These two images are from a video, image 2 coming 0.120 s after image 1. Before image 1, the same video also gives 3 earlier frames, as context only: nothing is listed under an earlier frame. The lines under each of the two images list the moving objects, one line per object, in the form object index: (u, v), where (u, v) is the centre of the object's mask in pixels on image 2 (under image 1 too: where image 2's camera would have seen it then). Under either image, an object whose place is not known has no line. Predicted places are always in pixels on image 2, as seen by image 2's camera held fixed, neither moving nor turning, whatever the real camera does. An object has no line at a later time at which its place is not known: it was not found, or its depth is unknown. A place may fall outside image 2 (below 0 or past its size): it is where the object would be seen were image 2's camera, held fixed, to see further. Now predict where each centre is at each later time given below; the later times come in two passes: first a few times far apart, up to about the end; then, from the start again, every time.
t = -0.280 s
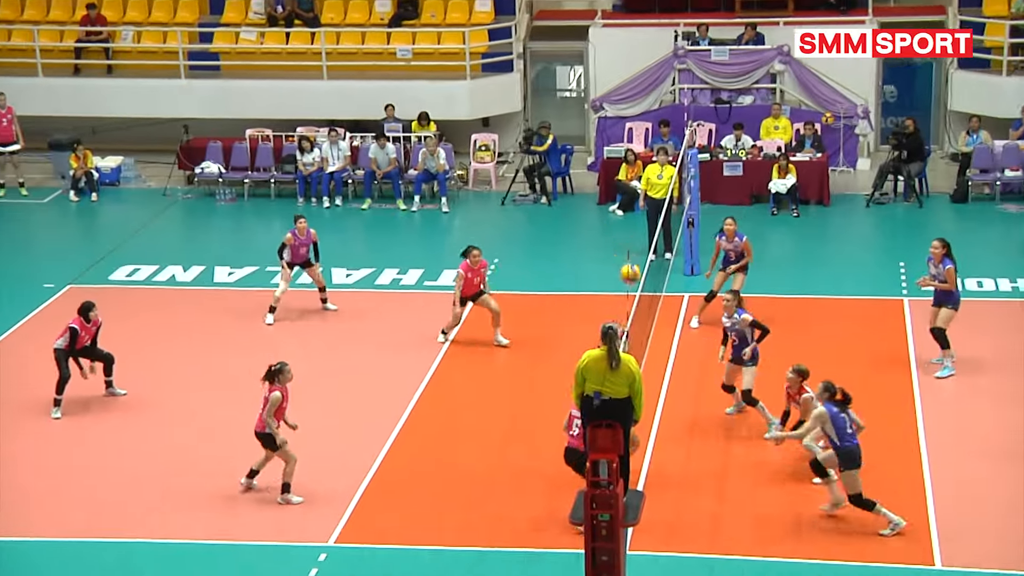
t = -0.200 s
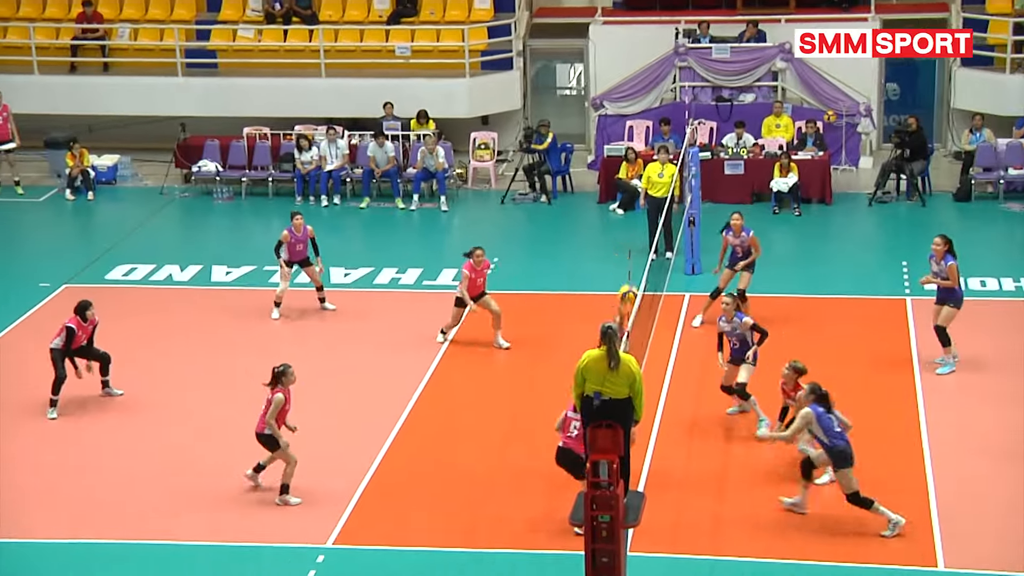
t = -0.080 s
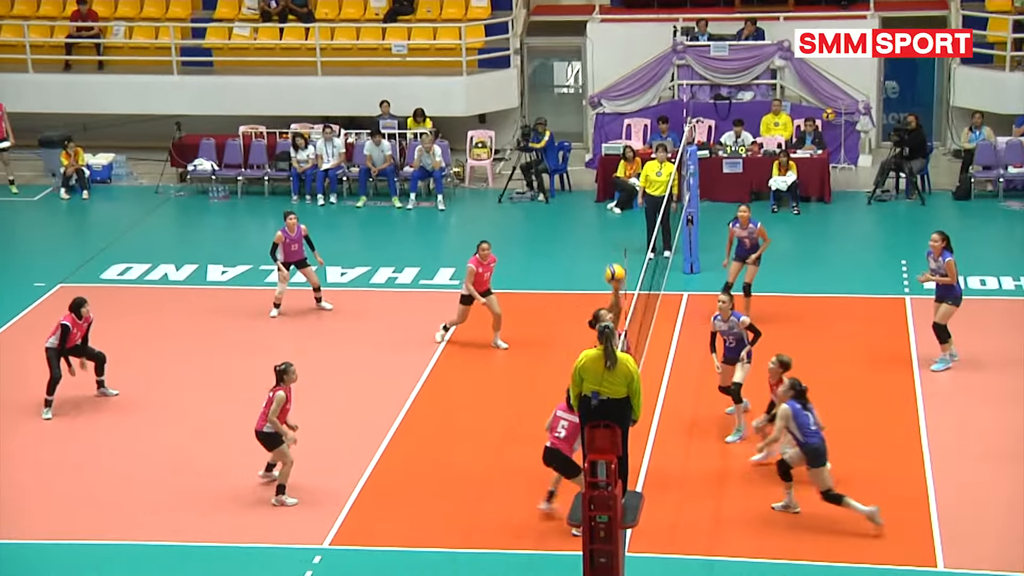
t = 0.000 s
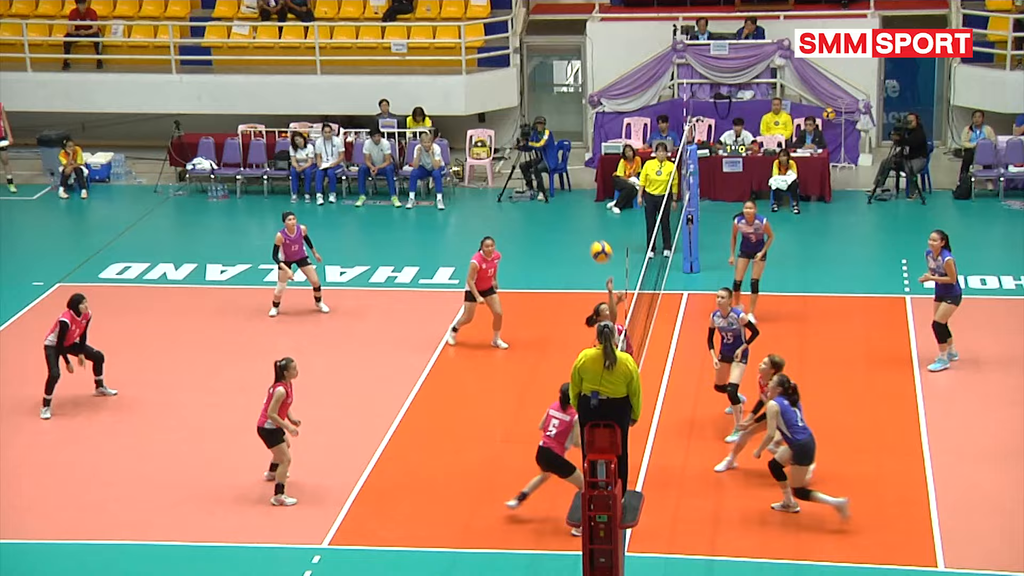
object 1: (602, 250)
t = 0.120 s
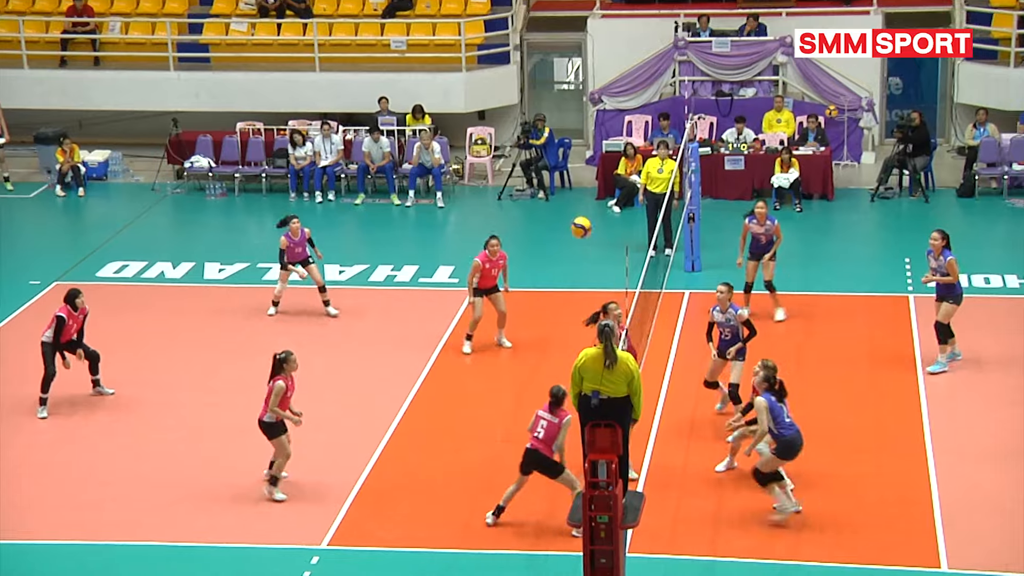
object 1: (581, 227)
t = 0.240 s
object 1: (561, 218)
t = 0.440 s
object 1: (529, 231)
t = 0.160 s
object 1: (574, 222)
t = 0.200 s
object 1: (568, 220)
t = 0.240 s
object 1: (561, 218)
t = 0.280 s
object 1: (555, 218)
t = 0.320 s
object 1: (548, 219)
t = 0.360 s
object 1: (542, 222)
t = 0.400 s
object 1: (535, 226)
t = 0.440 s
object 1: (529, 231)
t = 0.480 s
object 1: (522, 238)
